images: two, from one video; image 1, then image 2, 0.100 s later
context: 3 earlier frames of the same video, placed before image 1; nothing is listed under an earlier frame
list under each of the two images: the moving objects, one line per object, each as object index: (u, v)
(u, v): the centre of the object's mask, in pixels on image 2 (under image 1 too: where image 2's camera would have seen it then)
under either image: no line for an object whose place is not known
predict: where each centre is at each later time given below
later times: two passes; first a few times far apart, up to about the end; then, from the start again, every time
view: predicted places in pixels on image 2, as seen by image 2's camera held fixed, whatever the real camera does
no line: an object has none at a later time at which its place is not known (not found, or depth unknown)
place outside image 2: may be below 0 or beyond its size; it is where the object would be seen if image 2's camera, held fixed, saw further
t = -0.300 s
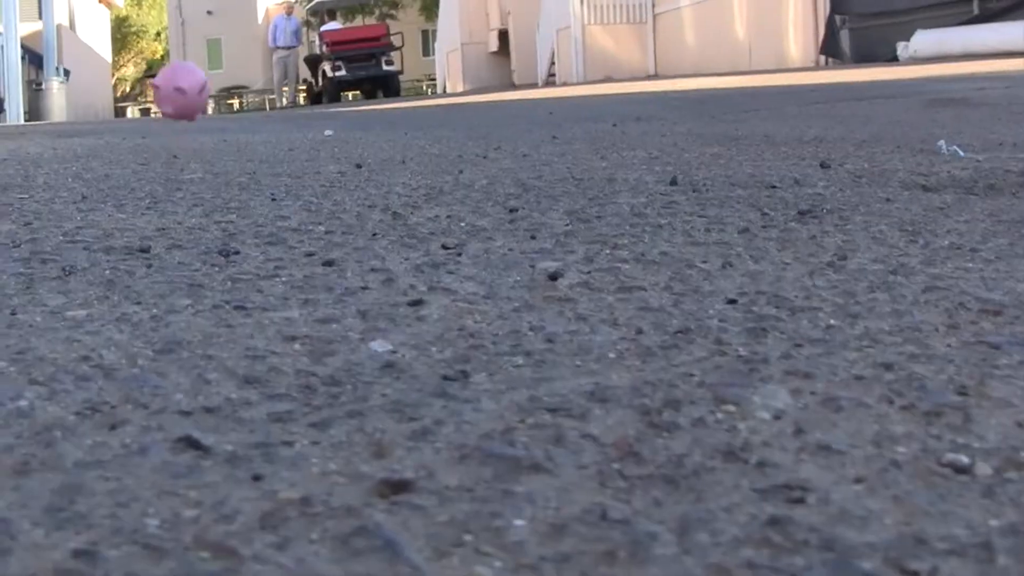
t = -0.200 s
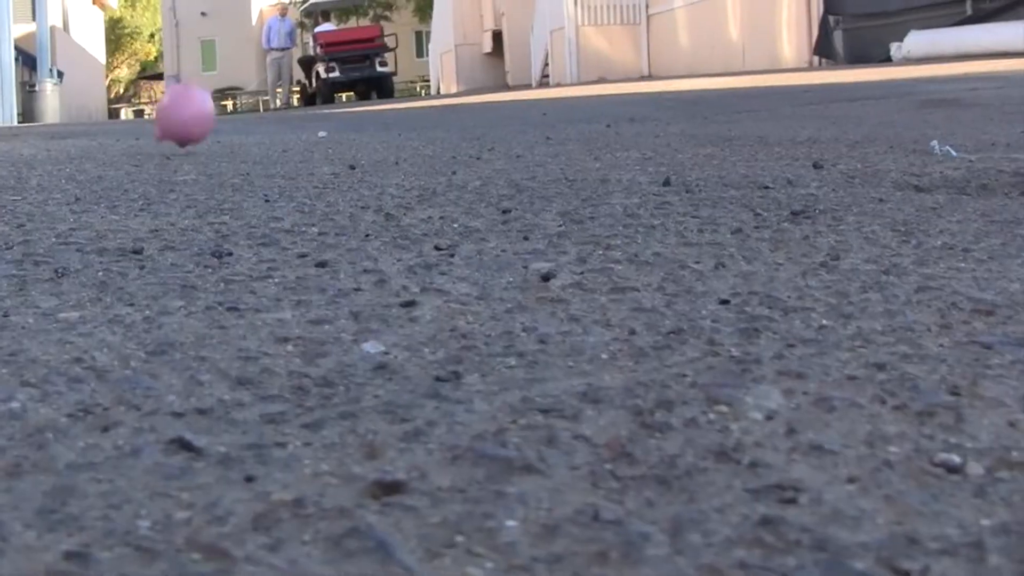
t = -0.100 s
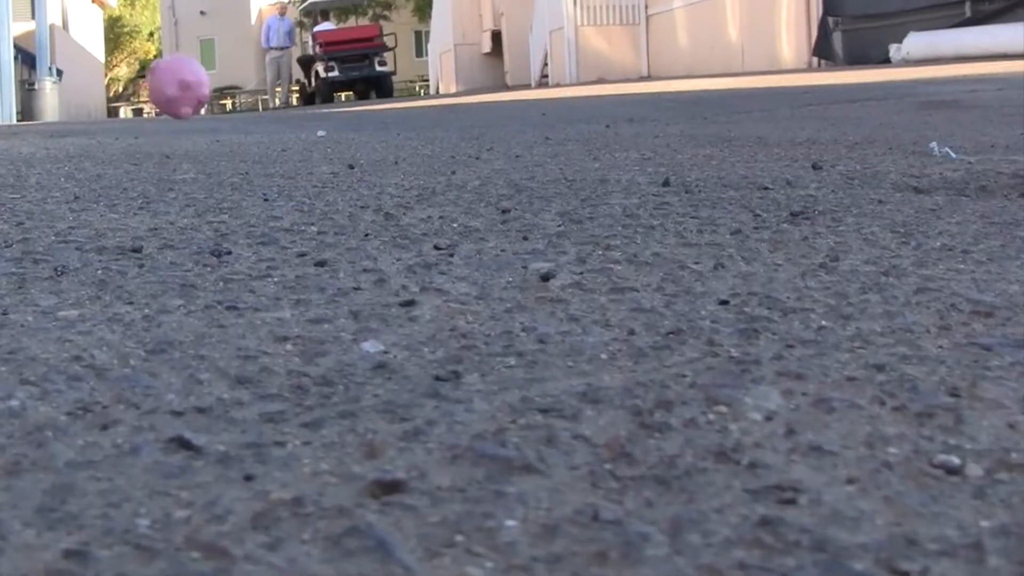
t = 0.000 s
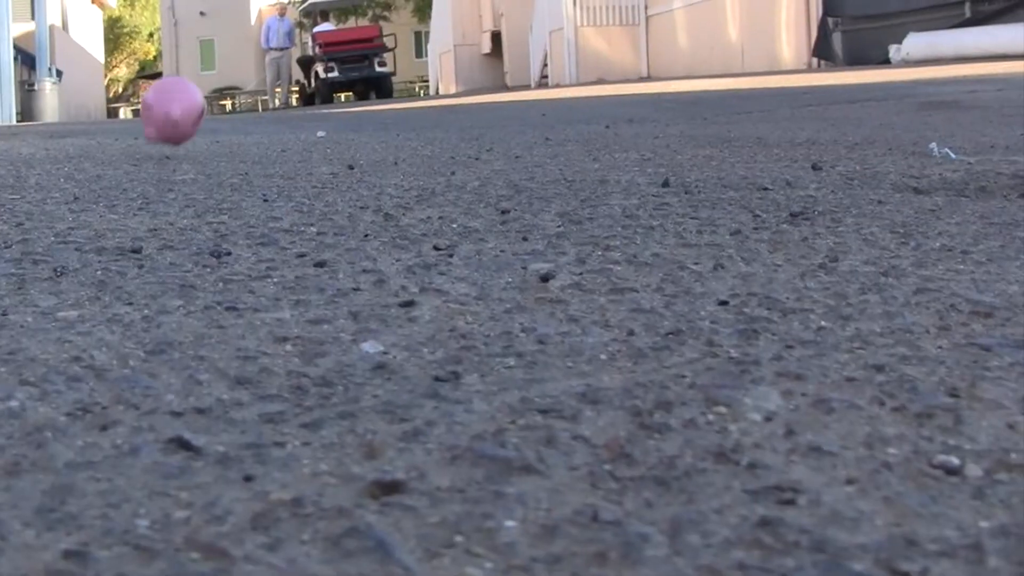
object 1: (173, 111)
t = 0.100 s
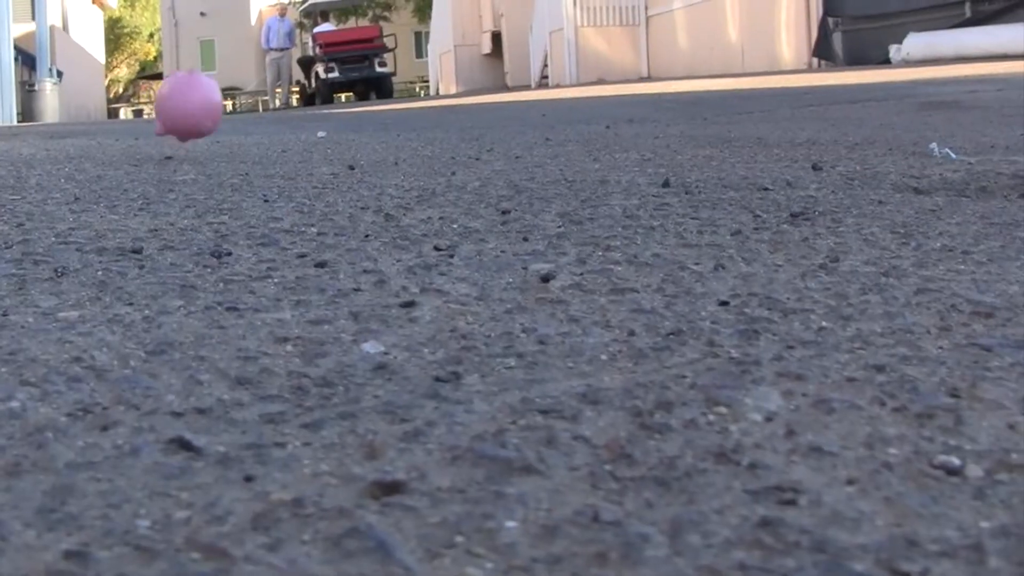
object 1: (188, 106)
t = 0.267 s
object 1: (226, 121)
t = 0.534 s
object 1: (281, 121)
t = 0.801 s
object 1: (376, 104)
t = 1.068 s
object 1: (431, 121)
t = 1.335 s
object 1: (529, 124)
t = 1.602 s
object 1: (613, 119)
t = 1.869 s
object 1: (646, 123)
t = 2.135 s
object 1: (644, 118)
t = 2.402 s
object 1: (666, 120)
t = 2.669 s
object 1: (710, 124)
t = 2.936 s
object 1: (785, 122)
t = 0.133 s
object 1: (197, 113)
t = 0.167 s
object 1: (204, 126)
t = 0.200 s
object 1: (211, 114)
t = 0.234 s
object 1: (219, 112)
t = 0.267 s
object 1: (226, 121)
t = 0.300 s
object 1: (234, 120)
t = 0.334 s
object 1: (239, 112)
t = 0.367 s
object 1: (245, 114)
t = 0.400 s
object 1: (252, 119)
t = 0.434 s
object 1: (258, 119)
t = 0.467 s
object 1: (265, 127)
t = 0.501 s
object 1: (273, 119)
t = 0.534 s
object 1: (281, 121)
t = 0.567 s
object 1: (292, 118)
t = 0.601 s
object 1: (303, 109)
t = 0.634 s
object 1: (315, 114)
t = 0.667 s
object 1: (328, 125)
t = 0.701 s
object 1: (346, 121)
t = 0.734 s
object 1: (365, 128)
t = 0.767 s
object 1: (371, 110)
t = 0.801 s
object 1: (376, 104)
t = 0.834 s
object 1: (383, 111)
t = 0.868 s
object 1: (389, 111)
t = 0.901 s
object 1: (393, 103)
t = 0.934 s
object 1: (398, 109)
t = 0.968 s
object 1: (404, 125)
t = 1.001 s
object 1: (413, 117)
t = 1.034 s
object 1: (422, 122)
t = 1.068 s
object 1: (431, 121)
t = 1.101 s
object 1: (441, 123)
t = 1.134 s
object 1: (452, 122)
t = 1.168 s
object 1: (464, 124)
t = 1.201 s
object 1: (475, 118)
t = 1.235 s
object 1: (486, 116)
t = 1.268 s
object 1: (498, 118)
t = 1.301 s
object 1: (513, 123)
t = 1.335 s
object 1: (529, 124)
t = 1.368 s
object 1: (546, 127)
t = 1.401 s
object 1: (564, 123)
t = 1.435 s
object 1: (576, 117)
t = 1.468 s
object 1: (585, 115)
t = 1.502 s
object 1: (592, 118)
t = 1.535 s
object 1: (598, 119)
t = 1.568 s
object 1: (605, 119)
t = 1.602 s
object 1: (613, 119)
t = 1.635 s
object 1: (625, 121)
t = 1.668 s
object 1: (631, 118)
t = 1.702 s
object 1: (634, 120)
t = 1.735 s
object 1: (636, 125)
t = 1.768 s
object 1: (638, 125)
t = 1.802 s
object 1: (640, 126)
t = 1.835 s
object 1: (643, 126)
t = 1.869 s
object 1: (646, 123)
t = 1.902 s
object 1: (646, 119)
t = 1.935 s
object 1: (646, 118)
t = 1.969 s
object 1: (646, 117)
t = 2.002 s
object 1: (646, 116)
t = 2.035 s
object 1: (646, 116)
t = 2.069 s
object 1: (645, 116)
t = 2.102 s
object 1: (645, 117)
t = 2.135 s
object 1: (644, 118)
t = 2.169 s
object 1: (643, 122)
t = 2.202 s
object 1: (642, 125)
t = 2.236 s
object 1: (644, 126)
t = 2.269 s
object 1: (649, 125)
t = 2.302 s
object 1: (653, 125)
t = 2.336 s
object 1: (658, 124)
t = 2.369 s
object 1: (662, 120)
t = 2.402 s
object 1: (666, 120)
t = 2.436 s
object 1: (671, 124)
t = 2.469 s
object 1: (676, 125)
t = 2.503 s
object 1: (681, 125)
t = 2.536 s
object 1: (686, 125)
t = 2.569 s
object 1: (691, 125)
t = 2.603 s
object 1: (695, 125)
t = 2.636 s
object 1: (700, 125)
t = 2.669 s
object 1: (710, 124)
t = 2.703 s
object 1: (719, 123)
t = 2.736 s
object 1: (728, 123)
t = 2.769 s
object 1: (738, 123)
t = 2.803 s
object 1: (748, 124)
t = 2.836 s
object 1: (757, 122)
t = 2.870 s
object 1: (766, 122)
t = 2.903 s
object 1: (774, 121)
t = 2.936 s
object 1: (785, 122)
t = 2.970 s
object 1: (797, 123)
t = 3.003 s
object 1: (808, 122)
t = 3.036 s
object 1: (820, 122)
